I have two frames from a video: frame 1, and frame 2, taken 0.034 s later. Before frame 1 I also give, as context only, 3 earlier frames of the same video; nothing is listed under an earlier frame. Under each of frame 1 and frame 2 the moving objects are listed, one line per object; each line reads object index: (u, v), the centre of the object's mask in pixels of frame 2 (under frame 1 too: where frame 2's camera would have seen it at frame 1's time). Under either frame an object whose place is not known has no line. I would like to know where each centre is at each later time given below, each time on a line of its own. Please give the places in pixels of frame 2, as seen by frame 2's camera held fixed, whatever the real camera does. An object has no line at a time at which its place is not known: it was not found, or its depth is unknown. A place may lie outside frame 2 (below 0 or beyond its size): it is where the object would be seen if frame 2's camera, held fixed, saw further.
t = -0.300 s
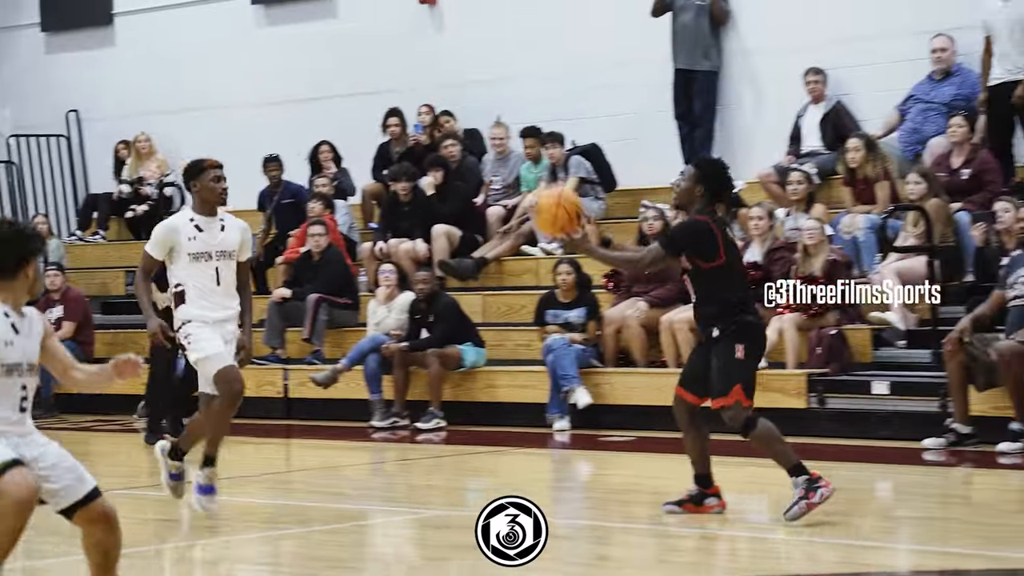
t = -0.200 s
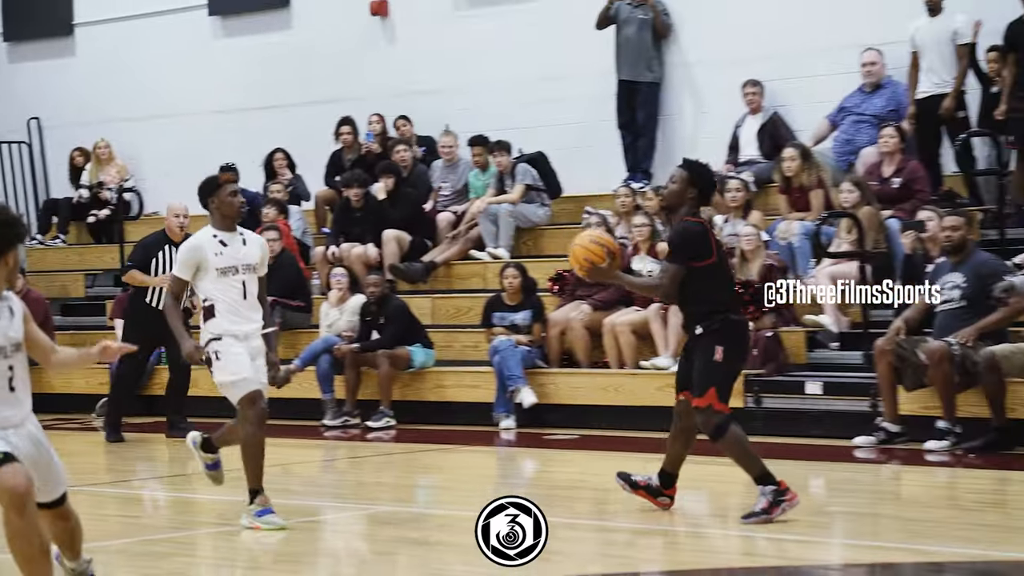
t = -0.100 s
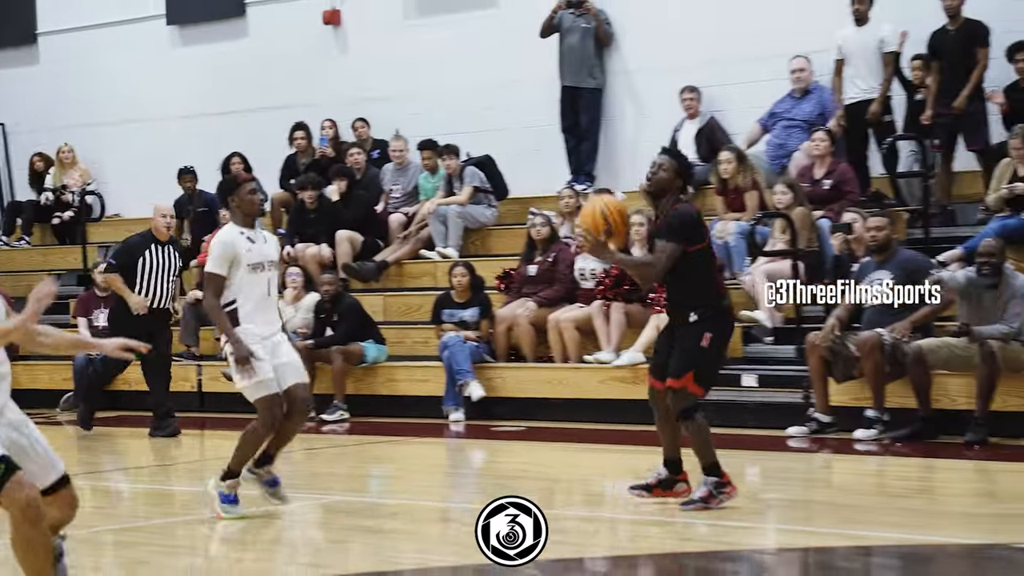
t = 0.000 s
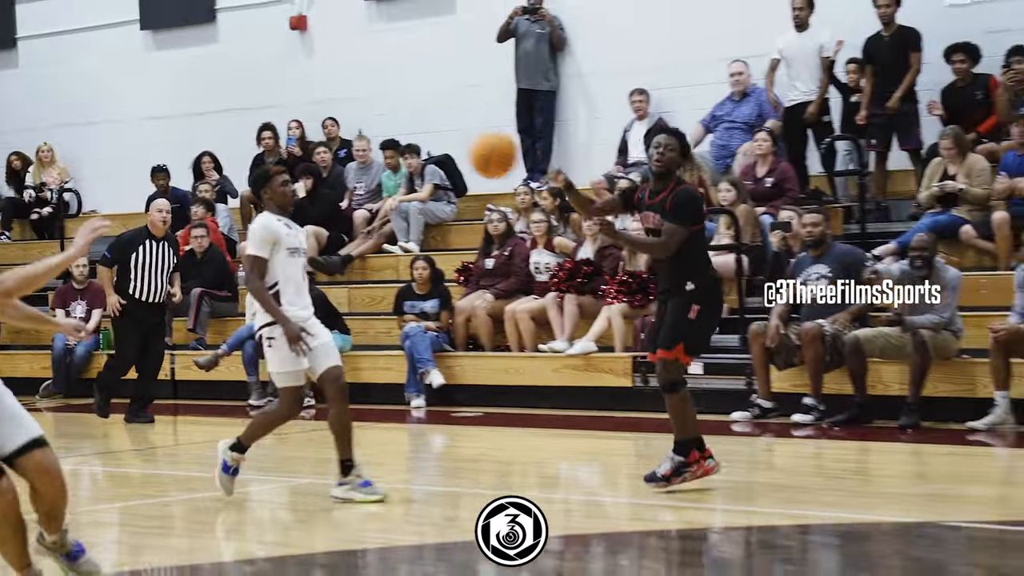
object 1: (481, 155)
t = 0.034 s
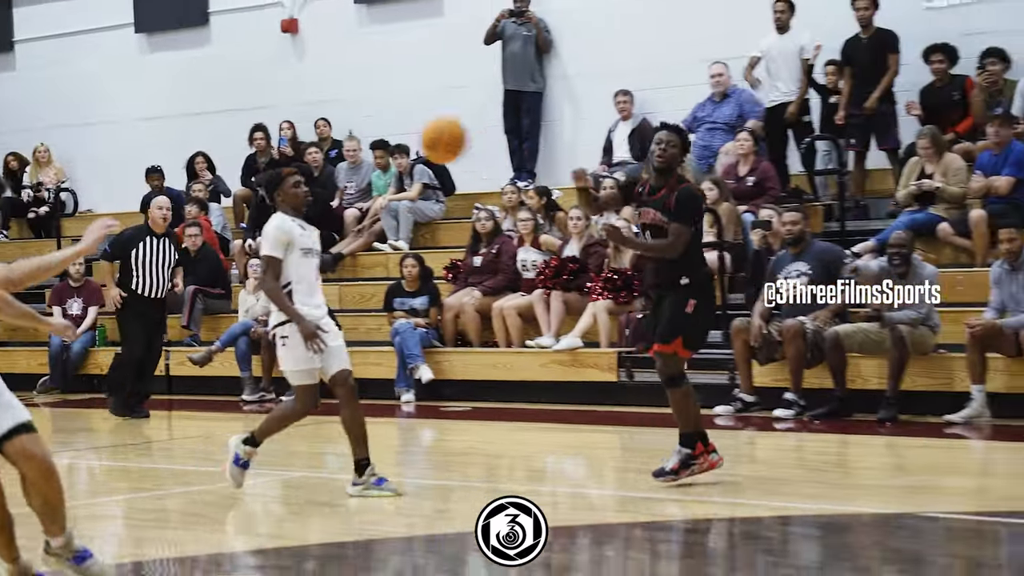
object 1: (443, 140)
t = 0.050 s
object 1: (424, 133)
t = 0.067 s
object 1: (403, 125)
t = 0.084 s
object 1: (384, 120)
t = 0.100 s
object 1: (364, 113)
